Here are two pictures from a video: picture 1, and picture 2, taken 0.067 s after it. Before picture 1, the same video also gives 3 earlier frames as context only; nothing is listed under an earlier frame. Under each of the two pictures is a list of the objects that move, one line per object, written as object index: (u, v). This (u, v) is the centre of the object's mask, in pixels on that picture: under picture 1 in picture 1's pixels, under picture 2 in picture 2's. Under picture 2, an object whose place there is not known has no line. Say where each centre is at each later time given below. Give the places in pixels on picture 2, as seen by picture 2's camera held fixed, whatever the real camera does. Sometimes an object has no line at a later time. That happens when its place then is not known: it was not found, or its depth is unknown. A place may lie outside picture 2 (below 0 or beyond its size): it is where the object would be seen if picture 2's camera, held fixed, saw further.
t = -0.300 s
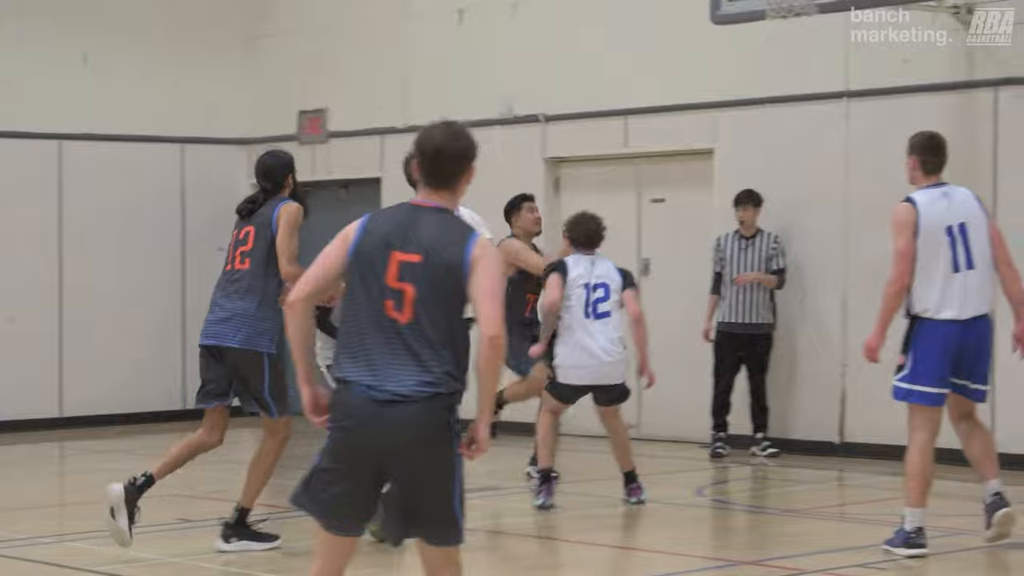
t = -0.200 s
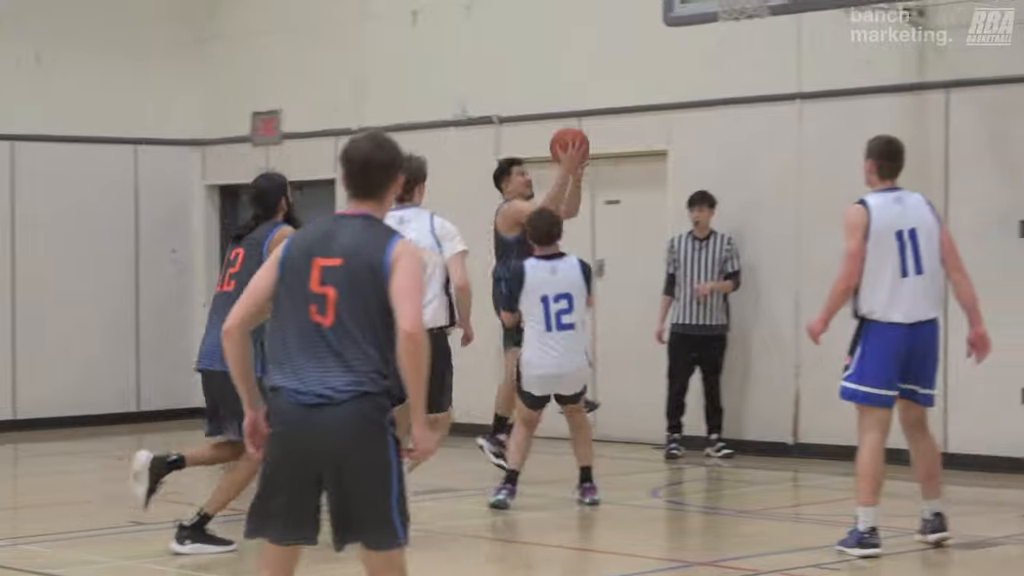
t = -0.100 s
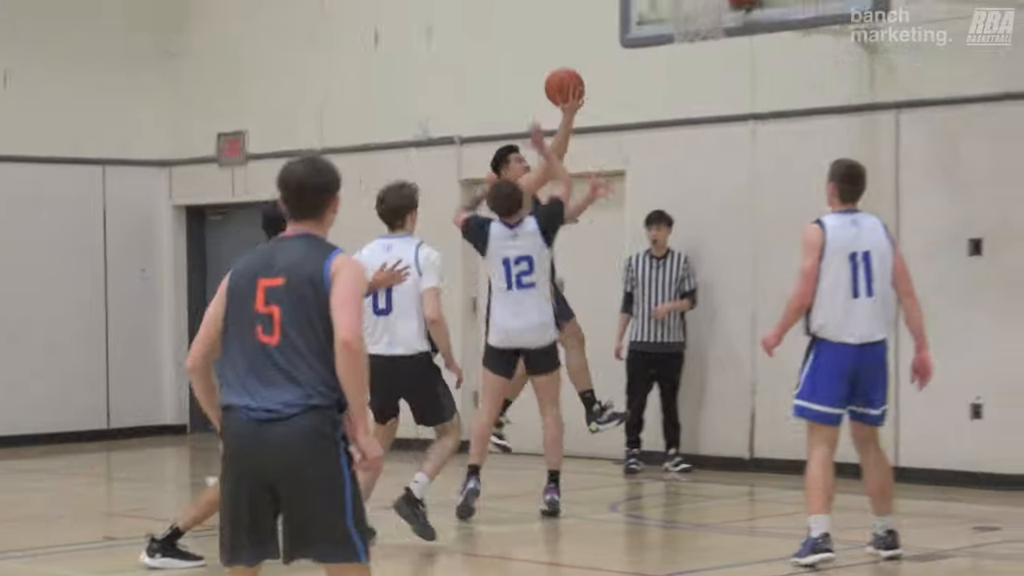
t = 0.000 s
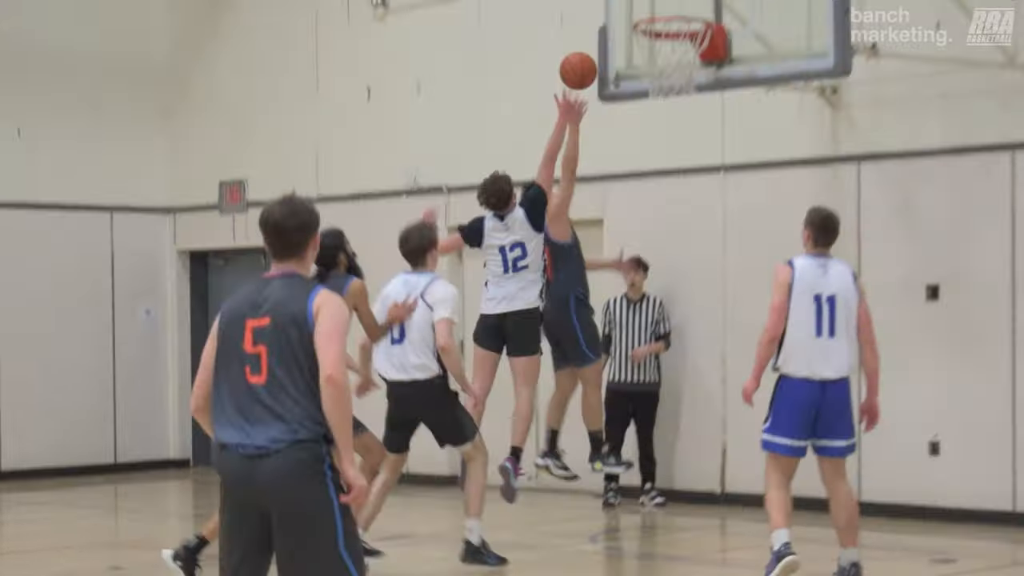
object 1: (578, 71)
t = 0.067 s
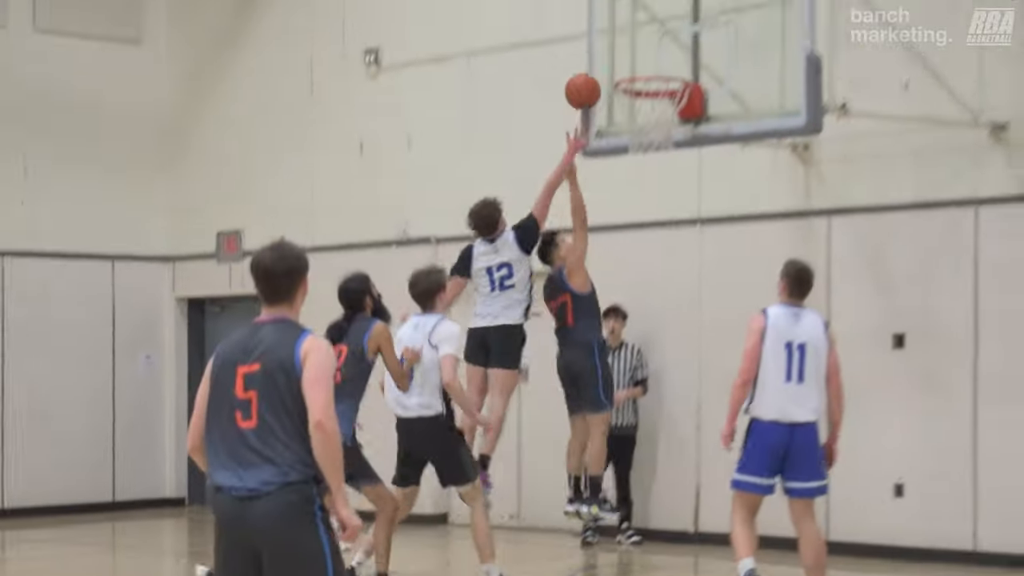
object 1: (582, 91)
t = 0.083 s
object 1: (589, 83)
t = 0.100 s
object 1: (594, 76)
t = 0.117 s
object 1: (597, 71)
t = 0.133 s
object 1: (597, 67)
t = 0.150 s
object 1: (598, 65)
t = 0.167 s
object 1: (599, 62)
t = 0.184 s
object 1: (599, 59)
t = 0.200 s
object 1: (600, 57)
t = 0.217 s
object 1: (600, 55)
